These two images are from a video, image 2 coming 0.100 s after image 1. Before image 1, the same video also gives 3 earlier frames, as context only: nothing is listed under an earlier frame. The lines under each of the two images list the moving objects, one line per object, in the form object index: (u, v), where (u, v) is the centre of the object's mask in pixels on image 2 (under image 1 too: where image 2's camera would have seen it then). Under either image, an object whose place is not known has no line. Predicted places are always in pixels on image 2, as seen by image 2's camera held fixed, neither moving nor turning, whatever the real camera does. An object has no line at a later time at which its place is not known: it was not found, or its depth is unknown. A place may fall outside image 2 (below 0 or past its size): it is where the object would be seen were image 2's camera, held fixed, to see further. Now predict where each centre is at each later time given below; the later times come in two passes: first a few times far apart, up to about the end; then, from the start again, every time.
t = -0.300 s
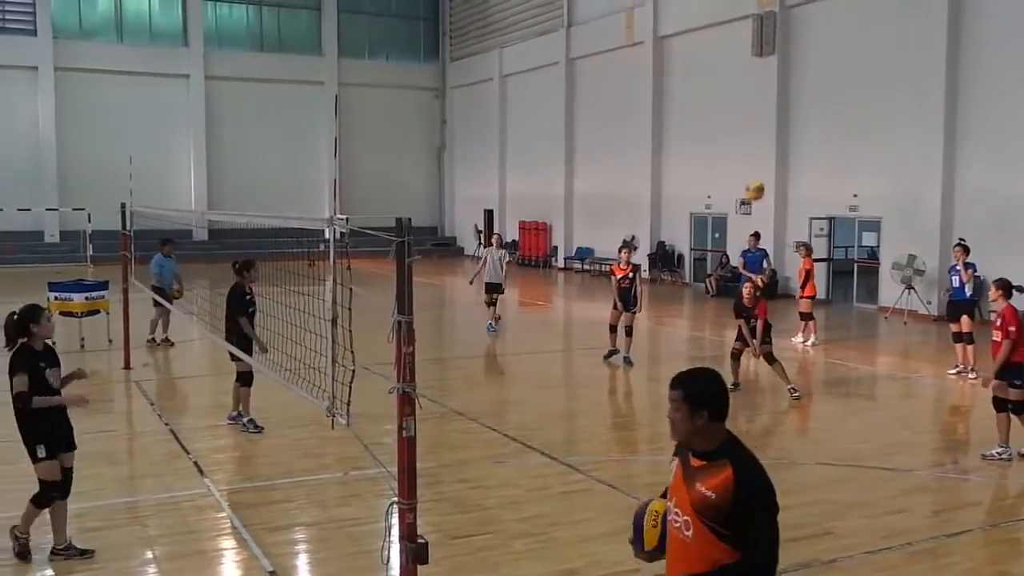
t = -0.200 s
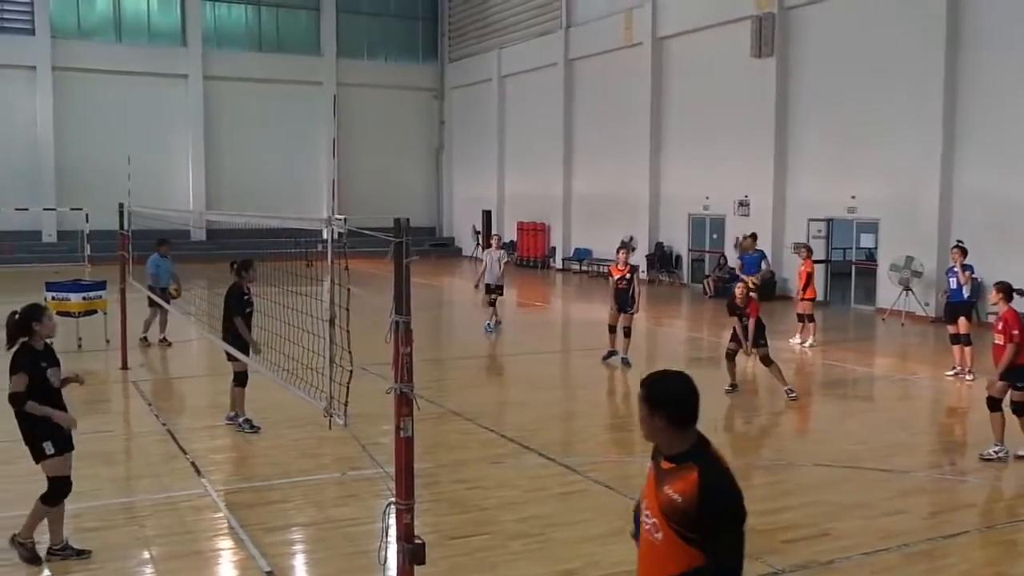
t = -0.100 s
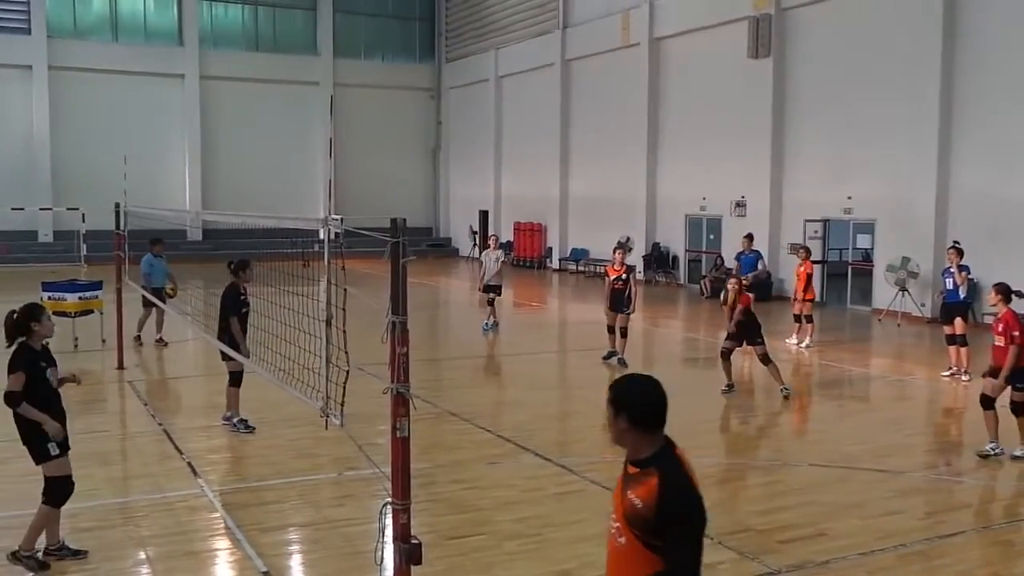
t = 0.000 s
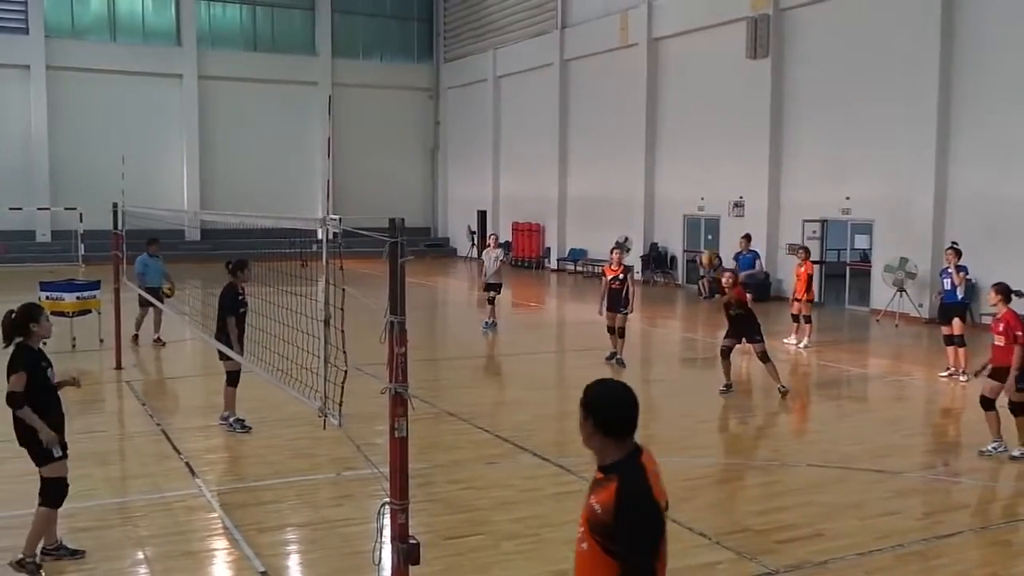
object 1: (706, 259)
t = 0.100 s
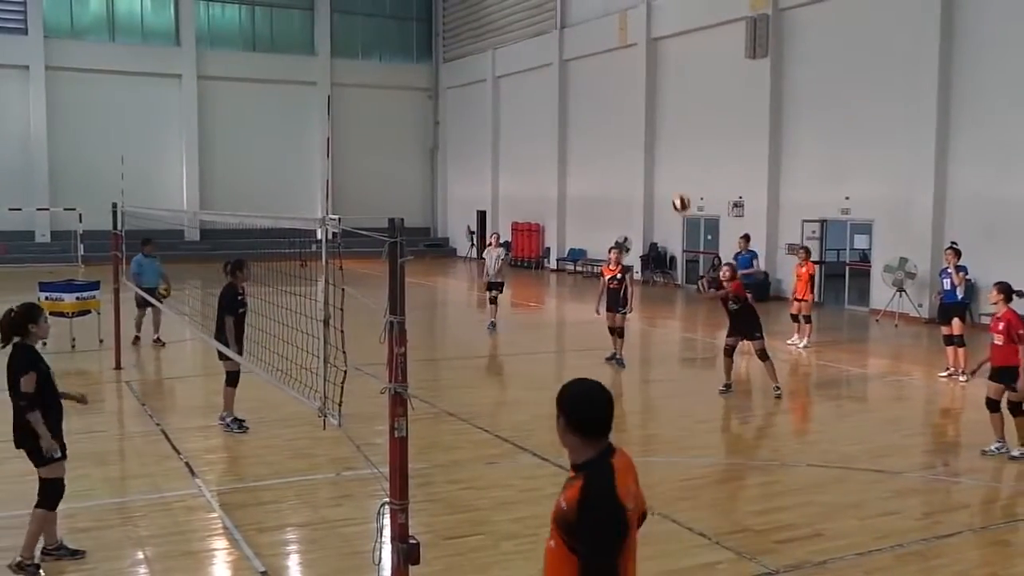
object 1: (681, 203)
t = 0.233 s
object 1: (648, 140)
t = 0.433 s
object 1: (596, 74)
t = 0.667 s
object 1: (533, 39)
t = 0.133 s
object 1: (671, 187)
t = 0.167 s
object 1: (665, 171)
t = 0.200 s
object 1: (656, 154)
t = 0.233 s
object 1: (648, 140)
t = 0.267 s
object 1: (639, 127)
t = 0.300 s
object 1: (630, 114)
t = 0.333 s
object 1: (621, 103)
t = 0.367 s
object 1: (613, 92)
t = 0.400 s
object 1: (605, 83)
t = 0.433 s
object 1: (596, 74)
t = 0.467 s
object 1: (587, 66)
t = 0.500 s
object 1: (578, 60)
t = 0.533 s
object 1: (570, 54)
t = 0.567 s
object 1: (560, 48)
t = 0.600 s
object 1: (551, 44)
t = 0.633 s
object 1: (542, 41)
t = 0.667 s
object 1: (533, 39)
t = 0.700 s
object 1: (524, 38)
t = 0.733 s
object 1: (515, 38)
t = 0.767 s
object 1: (505, 40)
